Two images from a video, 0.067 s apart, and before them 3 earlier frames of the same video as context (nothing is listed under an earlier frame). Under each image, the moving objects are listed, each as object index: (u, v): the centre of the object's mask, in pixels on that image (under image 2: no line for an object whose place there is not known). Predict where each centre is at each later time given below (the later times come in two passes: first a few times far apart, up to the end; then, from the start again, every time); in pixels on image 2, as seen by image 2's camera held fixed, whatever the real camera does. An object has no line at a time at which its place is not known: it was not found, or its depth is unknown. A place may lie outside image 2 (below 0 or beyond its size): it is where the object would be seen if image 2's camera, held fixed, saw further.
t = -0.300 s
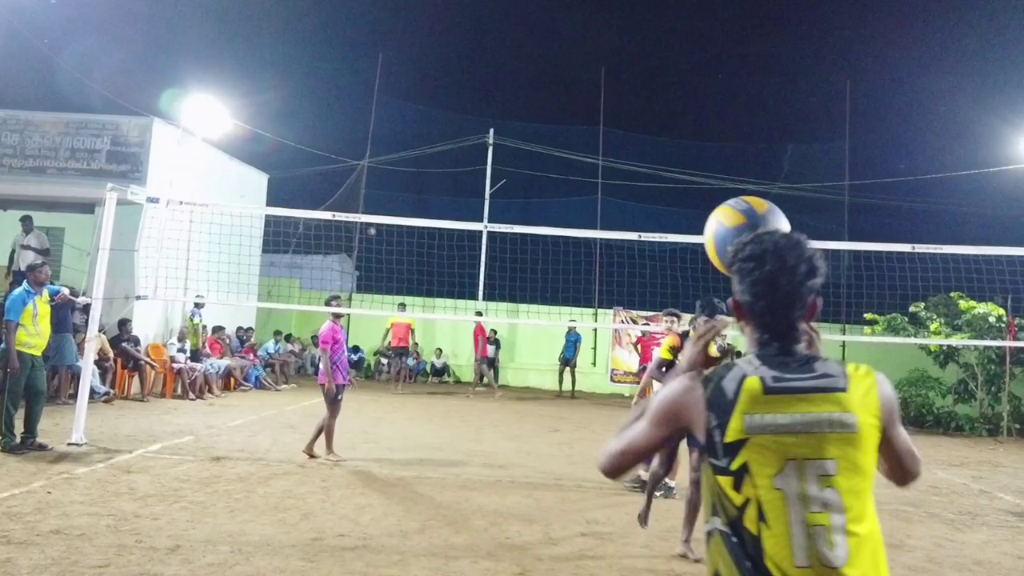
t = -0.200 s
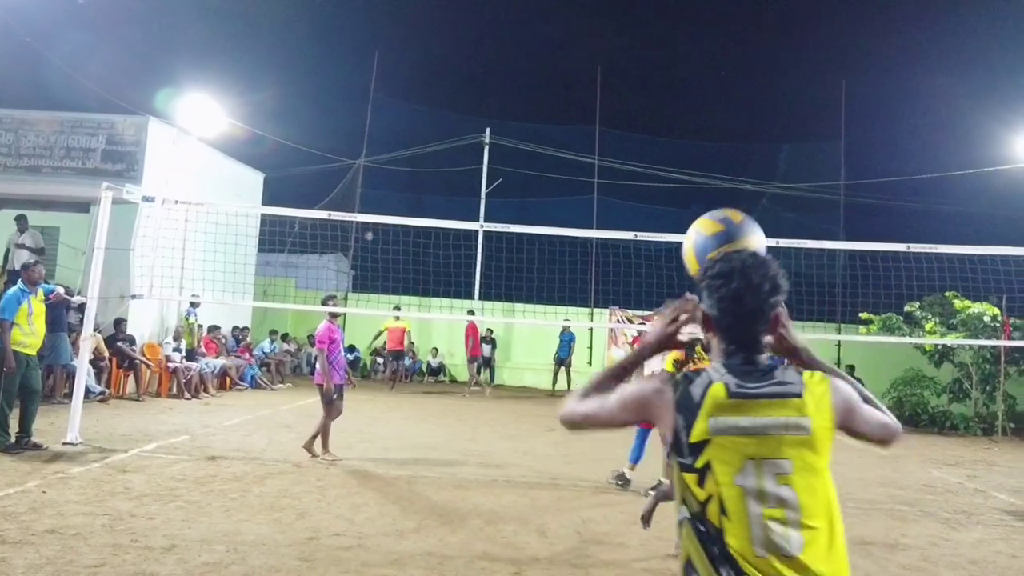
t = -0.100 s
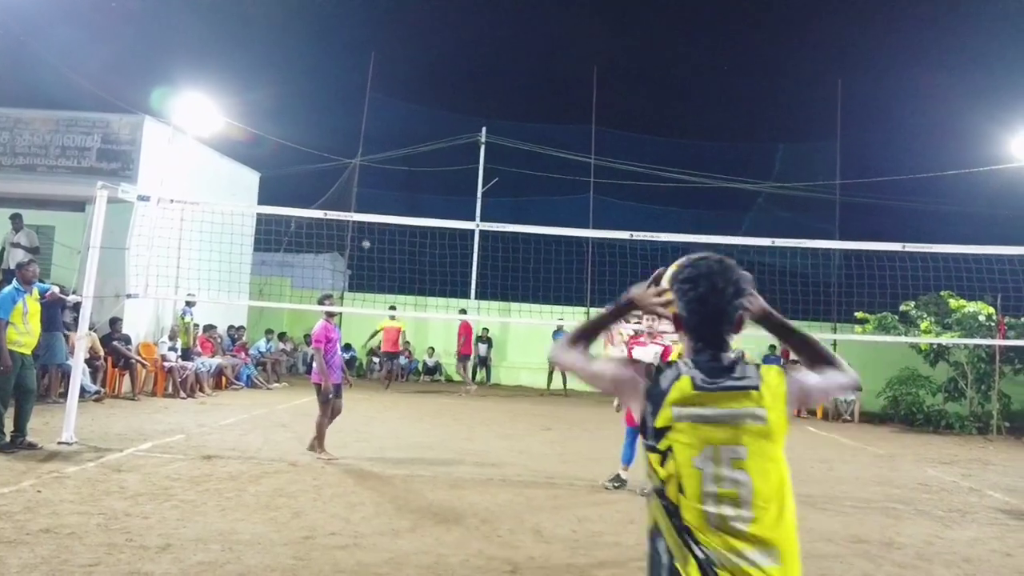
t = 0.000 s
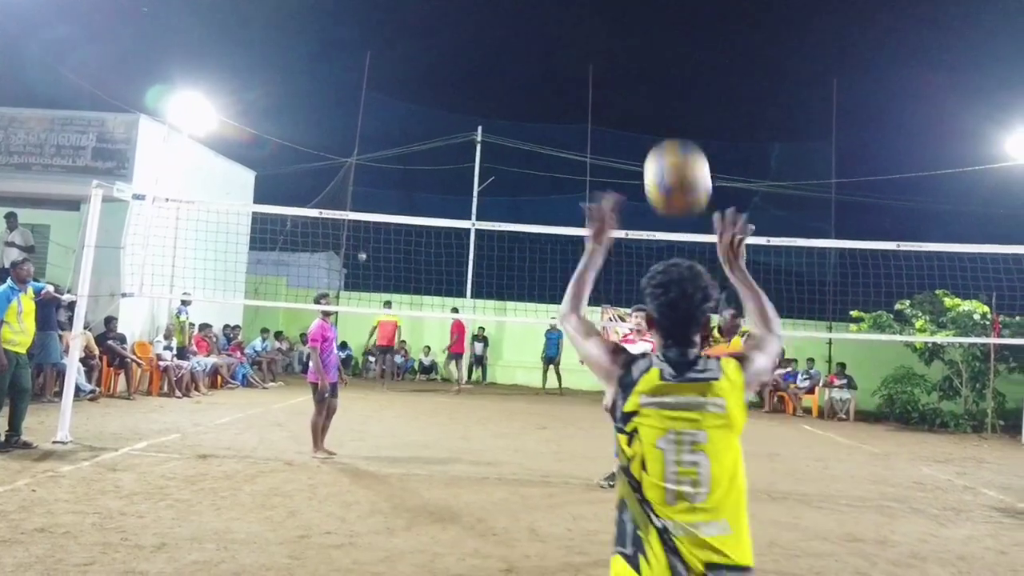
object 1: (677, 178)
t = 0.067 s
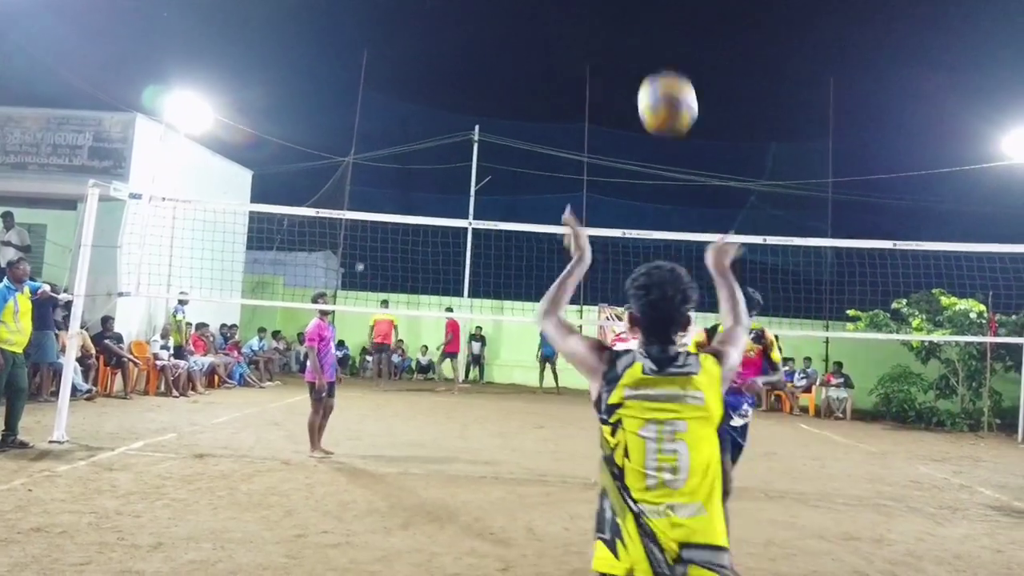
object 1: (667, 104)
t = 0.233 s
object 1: (656, 19)
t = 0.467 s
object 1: (638, 18)
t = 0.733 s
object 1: (619, 102)
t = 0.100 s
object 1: (665, 77)
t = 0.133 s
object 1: (663, 55)
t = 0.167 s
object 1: (661, 37)
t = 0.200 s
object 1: (658, 24)
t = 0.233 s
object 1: (656, 19)
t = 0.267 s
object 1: (653, 14)
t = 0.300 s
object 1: (651, 13)
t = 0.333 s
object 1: (648, 12)
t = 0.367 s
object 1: (645, 12)
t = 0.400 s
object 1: (643, 13)
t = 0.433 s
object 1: (640, 15)
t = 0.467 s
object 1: (638, 18)
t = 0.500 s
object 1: (635, 23)
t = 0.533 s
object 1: (632, 31)
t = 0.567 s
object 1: (630, 40)
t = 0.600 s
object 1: (628, 51)
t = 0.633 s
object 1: (625, 63)
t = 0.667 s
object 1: (623, 75)
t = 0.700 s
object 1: (621, 88)
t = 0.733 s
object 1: (619, 102)
